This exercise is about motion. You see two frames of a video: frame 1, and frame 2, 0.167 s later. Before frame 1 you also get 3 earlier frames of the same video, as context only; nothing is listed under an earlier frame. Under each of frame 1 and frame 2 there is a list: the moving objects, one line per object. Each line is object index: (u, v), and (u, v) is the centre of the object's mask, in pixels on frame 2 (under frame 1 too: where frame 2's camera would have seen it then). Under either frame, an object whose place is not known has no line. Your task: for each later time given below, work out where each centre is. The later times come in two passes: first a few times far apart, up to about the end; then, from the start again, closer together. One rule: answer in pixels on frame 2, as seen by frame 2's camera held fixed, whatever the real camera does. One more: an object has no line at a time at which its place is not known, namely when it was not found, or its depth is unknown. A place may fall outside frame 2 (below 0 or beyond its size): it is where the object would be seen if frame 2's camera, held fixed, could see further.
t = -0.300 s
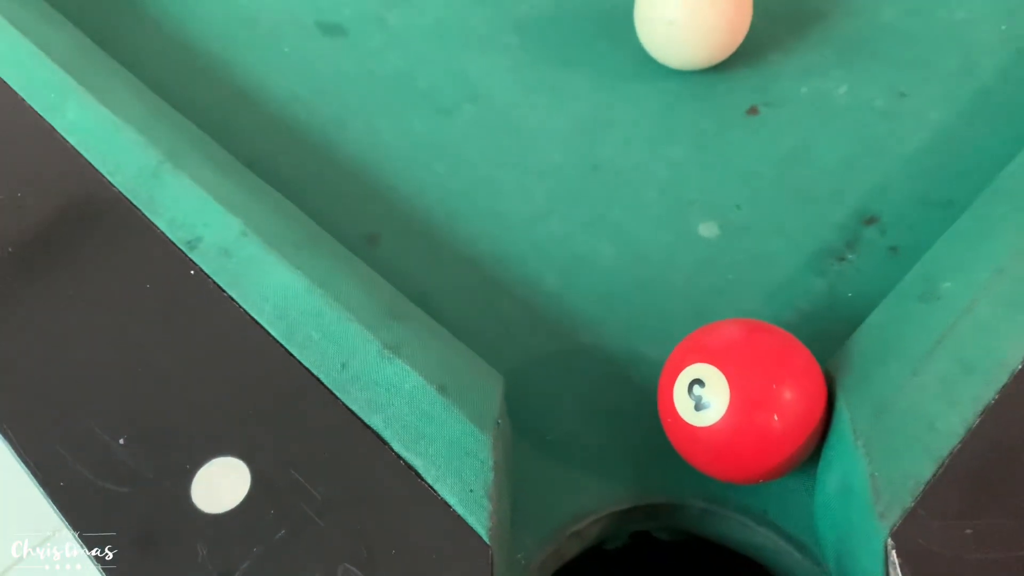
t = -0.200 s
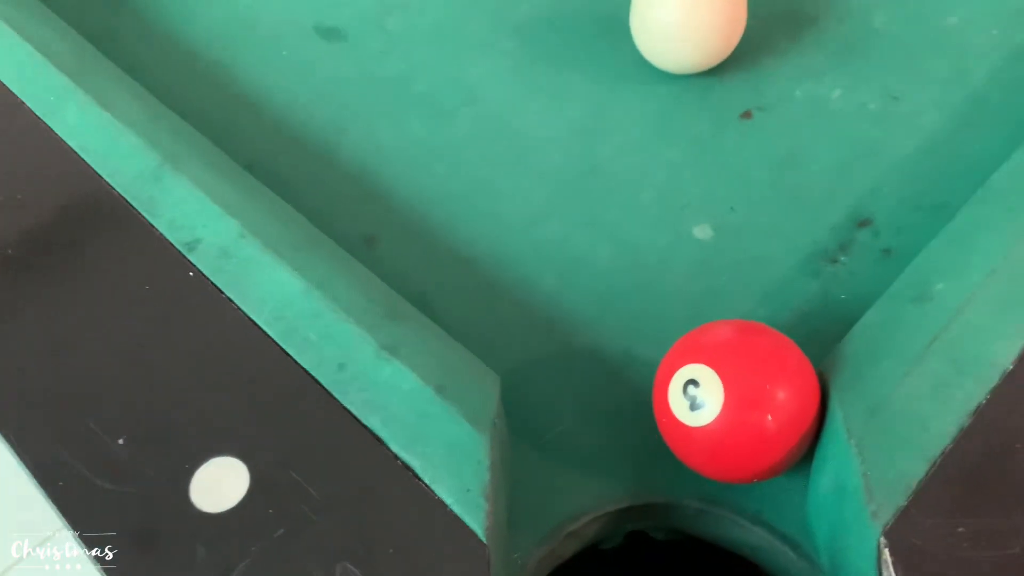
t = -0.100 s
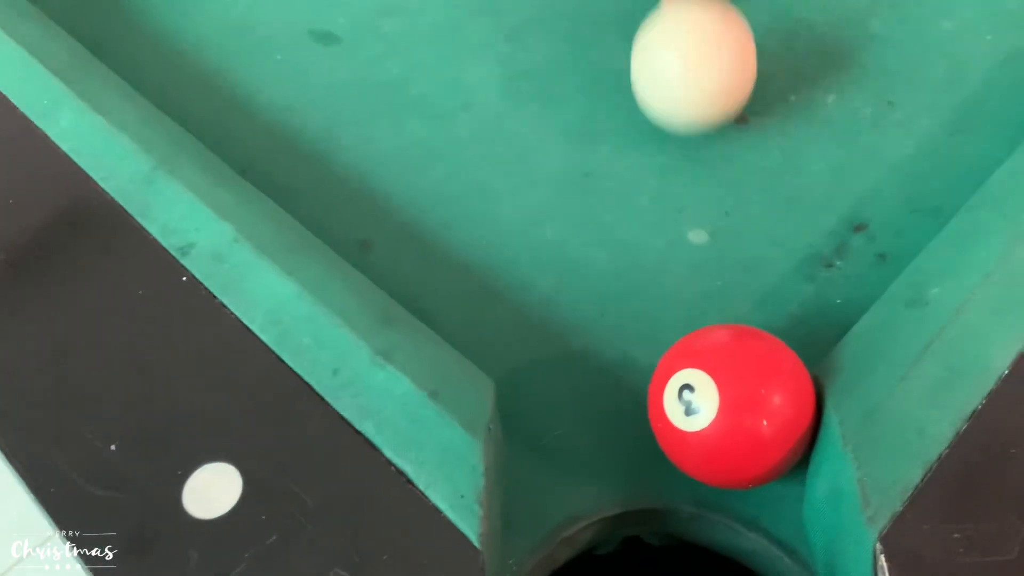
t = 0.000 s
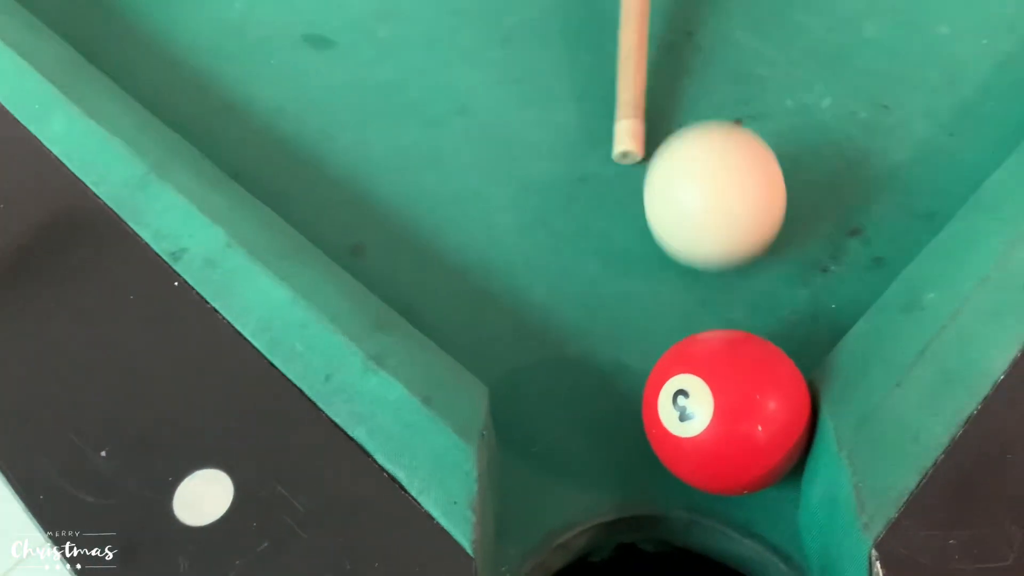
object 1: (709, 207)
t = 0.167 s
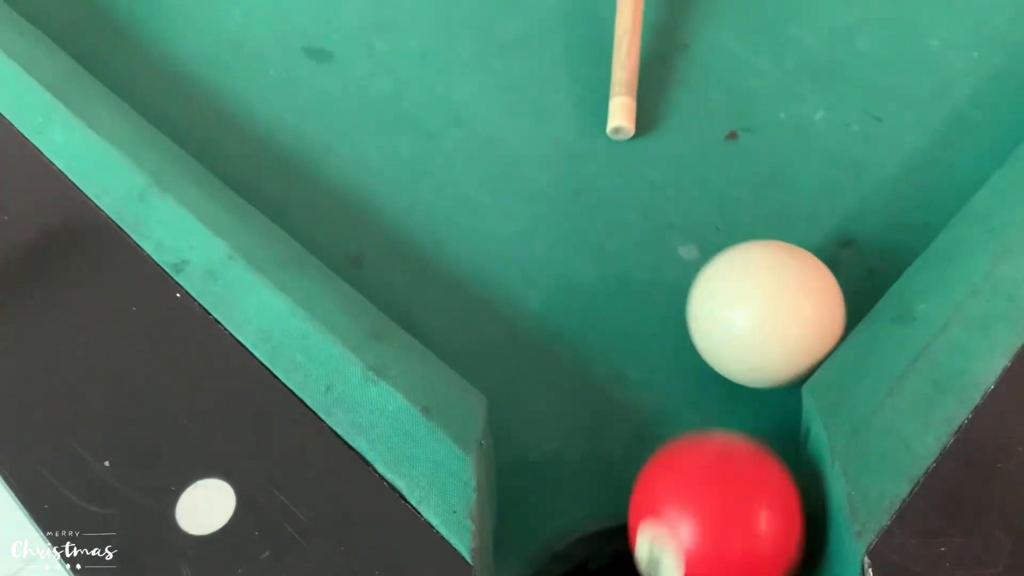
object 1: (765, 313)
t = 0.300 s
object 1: (718, 288)
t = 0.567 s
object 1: (648, 244)
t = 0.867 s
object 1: (606, 206)
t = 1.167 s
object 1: (596, 179)
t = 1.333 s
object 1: (601, 169)
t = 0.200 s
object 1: (752, 307)
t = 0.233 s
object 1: (741, 301)
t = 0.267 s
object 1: (729, 295)
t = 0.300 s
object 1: (718, 288)
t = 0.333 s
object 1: (708, 282)
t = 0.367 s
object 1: (697, 276)
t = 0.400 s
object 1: (688, 270)
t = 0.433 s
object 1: (679, 265)
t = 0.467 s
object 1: (671, 259)
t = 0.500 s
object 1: (662, 254)
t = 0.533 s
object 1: (655, 249)
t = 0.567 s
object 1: (648, 244)
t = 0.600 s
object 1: (642, 239)
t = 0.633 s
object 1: (636, 234)
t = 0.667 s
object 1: (630, 230)
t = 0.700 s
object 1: (625, 226)
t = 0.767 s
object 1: (616, 218)
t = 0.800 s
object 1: (612, 214)
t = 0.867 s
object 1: (606, 206)
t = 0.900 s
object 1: (603, 203)
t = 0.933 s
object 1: (601, 199)
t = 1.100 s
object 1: (596, 184)
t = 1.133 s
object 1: (595, 182)
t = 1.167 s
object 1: (596, 179)
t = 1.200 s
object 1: (596, 177)
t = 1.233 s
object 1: (597, 175)
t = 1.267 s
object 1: (598, 173)
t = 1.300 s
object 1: (599, 171)
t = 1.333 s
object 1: (601, 169)
